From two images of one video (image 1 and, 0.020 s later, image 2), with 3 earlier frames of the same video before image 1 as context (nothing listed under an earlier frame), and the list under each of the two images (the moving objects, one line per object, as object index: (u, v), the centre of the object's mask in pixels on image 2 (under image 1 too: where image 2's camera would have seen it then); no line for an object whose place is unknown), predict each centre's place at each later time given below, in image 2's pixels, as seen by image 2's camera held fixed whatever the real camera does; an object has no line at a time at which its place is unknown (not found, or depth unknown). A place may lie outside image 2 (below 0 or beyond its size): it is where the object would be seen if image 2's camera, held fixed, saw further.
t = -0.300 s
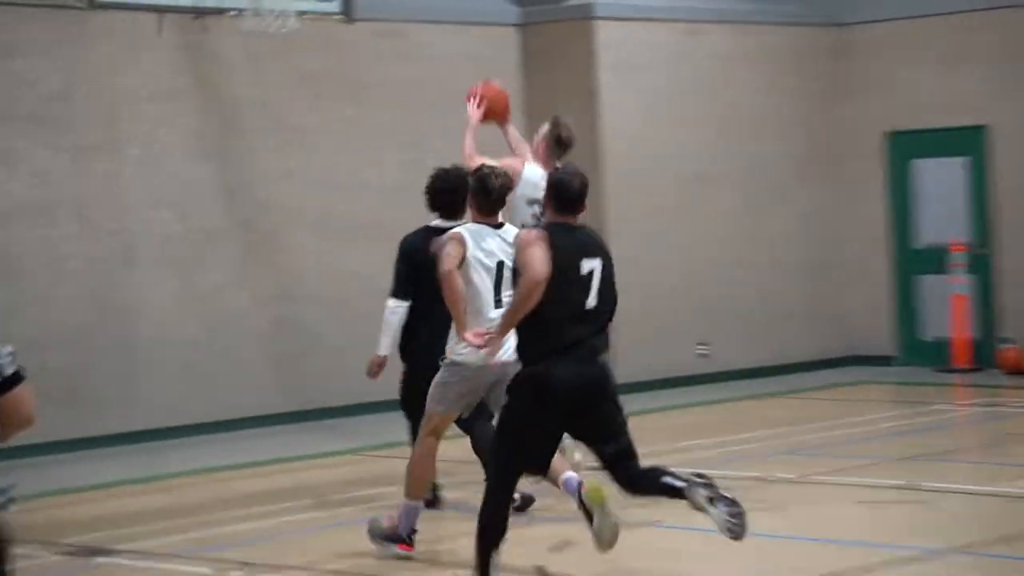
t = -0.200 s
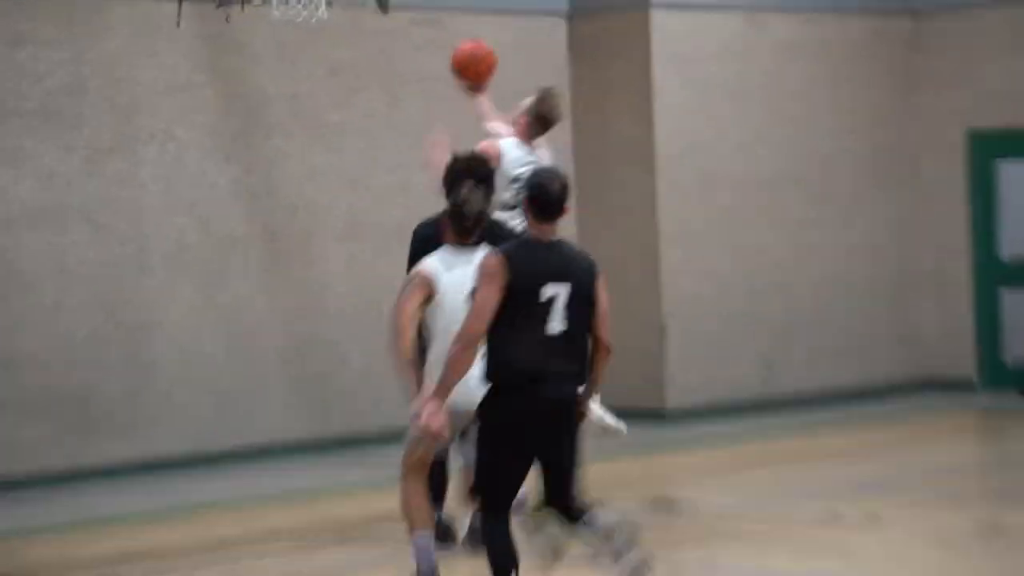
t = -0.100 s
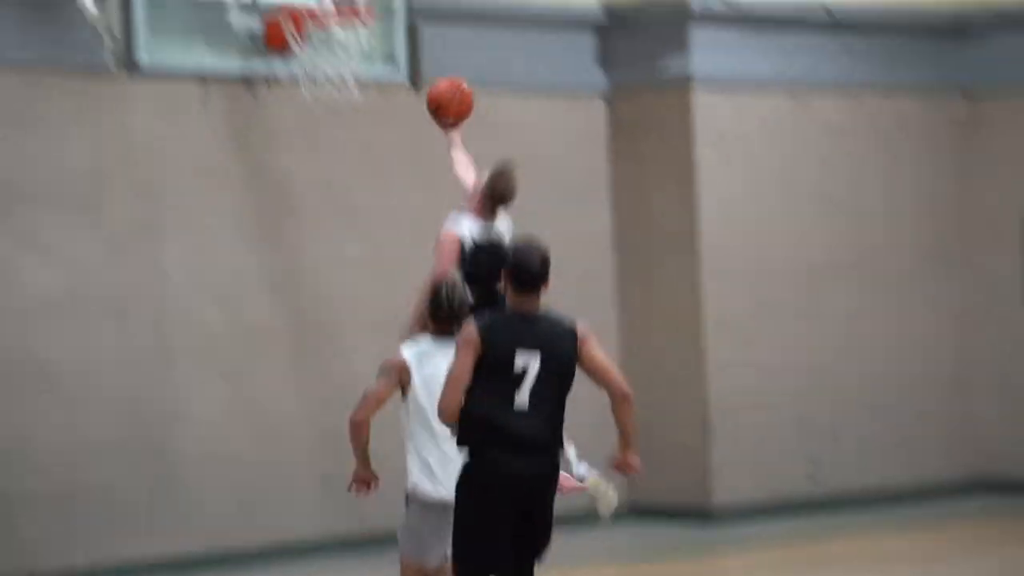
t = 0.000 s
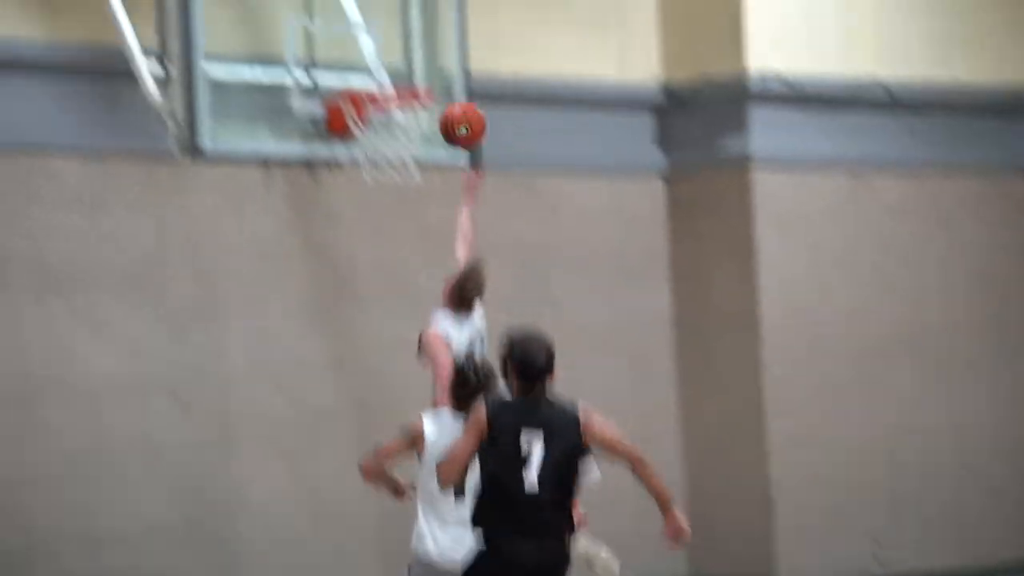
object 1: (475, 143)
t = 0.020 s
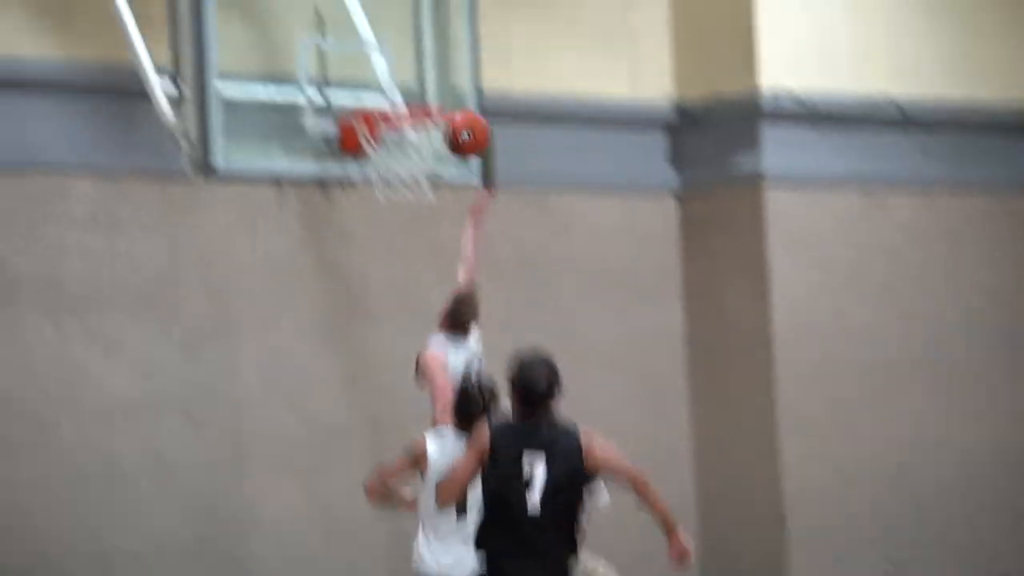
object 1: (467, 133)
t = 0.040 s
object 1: (460, 123)
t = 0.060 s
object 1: (449, 115)
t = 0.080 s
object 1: (440, 107)
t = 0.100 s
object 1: (431, 101)
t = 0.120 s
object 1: (422, 94)
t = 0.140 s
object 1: (413, 91)
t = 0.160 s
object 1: (405, 89)
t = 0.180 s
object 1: (400, 86)
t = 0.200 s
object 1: (400, 82)
